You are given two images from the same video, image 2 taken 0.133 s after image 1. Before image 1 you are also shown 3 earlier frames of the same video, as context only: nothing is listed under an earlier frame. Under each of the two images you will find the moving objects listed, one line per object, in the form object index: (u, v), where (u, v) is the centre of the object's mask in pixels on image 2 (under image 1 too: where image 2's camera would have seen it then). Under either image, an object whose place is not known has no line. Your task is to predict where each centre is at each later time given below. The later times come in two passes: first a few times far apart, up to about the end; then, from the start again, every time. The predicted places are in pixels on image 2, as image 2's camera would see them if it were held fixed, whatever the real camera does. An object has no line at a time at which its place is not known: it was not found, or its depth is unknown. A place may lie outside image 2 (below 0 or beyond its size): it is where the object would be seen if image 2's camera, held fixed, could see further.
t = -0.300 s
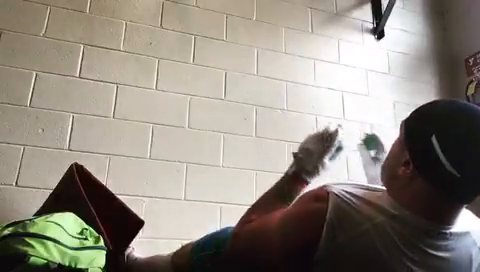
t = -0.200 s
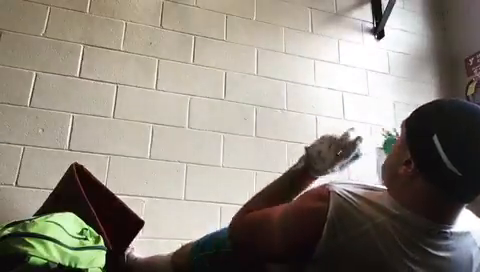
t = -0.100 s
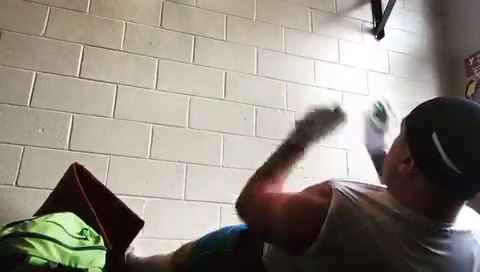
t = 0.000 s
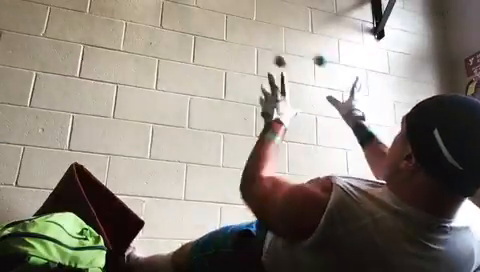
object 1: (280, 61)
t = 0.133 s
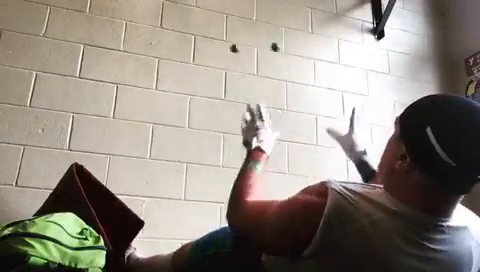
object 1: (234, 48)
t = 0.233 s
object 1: (212, 59)
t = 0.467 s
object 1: (224, 8)
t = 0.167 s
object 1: (226, 50)
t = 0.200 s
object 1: (218, 54)
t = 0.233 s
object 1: (212, 59)
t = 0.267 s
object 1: (211, 55)
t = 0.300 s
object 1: (212, 45)
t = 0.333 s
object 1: (214, 35)
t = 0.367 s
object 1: (217, 27)
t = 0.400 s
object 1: (219, 20)
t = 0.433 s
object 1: (222, 13)
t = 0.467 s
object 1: (224, 8)
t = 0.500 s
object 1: (227, 5)
